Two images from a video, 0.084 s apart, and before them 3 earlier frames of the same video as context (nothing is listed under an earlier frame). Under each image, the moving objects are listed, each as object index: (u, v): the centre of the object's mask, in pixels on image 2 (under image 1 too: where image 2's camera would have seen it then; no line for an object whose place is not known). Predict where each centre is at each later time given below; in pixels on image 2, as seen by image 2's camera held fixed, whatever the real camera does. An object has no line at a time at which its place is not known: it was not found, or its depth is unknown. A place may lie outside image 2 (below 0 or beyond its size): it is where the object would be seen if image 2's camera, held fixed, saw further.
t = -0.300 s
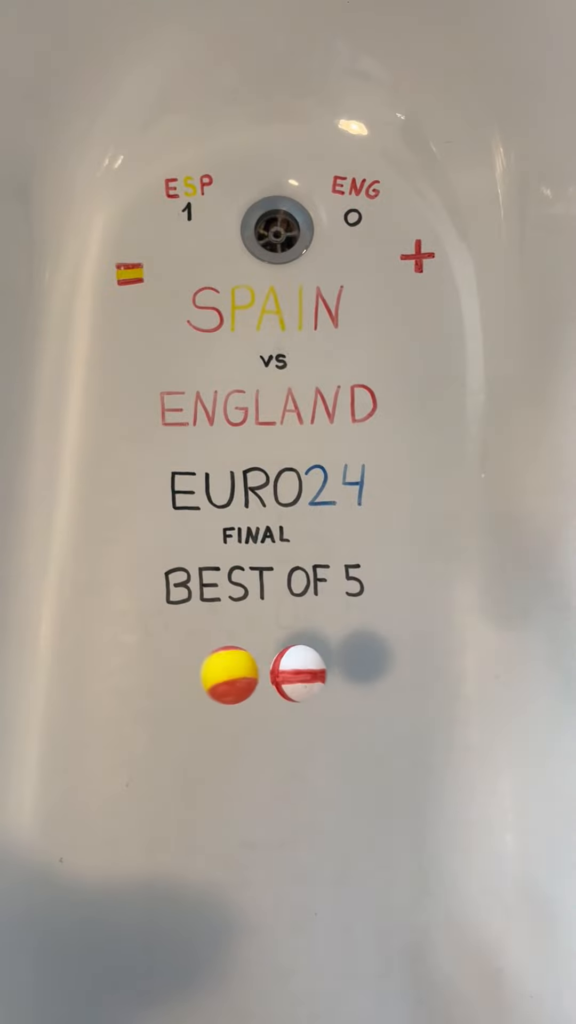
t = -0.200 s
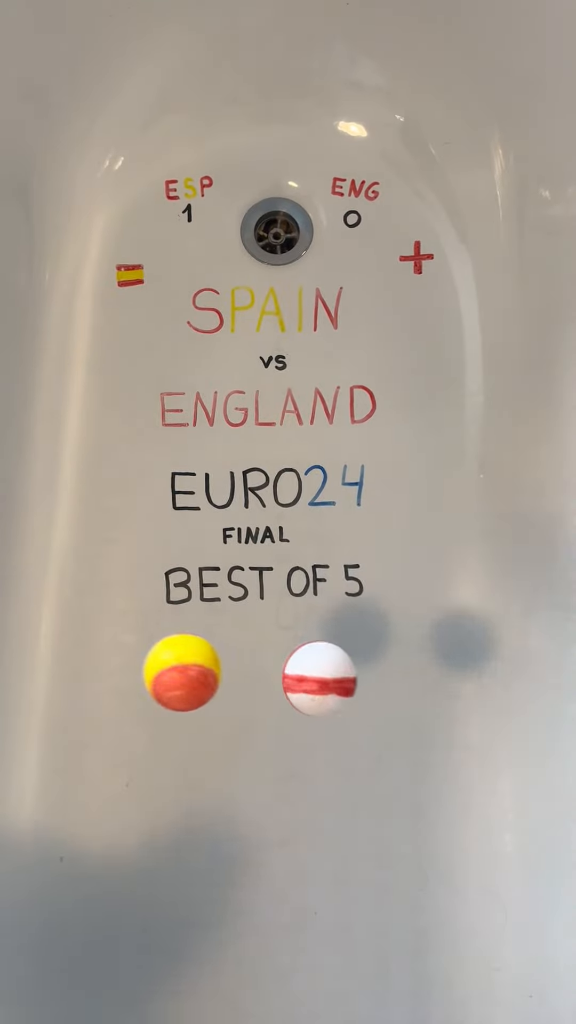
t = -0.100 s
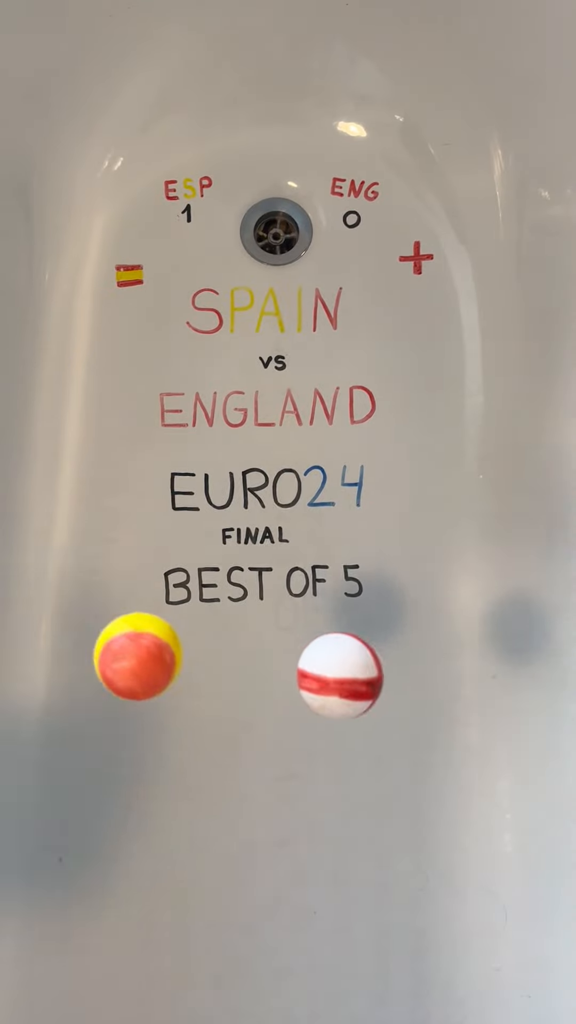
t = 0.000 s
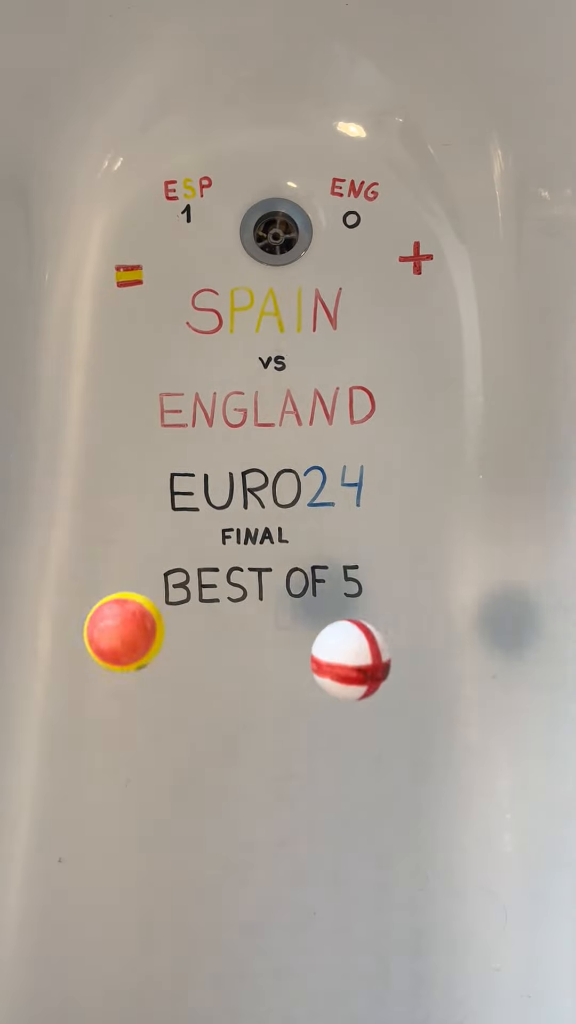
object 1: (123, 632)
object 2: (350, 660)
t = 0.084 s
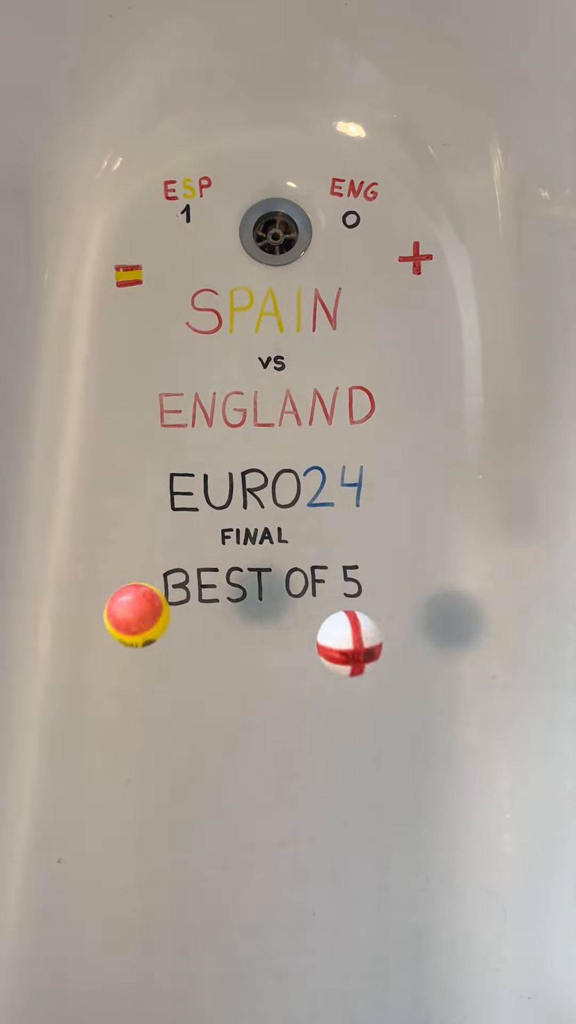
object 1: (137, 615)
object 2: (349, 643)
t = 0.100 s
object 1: (141, 612)
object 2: (348, 640)
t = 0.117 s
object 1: (145, 610)
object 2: (347, 638)
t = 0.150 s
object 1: (155, 607)
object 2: (345, 633)
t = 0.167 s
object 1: (160, 605)
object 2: (345, 631)
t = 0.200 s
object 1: (168, 602)
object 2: (343, 628)
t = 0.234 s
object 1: (166, 598)
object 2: (343, 627)
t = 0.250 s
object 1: (165, 593)
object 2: (343, 625)
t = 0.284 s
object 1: (164, 583)
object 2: (343, 623)
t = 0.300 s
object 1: (164, 578)
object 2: (343, 621)
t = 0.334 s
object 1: (166, 567)
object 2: (342, 618)
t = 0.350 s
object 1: (169, 561)
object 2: (341, 617)
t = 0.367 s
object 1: (172, 555)
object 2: (340, 614)
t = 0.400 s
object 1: (180, 544)
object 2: (336, 610)
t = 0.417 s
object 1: (185, 538)
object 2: (334, 608)
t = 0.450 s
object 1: (197, 528)
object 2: (328, 603)
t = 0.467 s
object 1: (204, 524)
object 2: (325, 601)
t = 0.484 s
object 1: (211, 520)
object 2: (322, 598)
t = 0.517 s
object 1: (226, 515)
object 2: (314, 594)
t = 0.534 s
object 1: (233, 512)
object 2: (311, 592)
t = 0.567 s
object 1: (248, 511)
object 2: (304, 590)
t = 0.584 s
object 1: (255, 510)
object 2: (300, 589)
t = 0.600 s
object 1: (262, 510)
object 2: (298, 588)
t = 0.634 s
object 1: (274, 512)
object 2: (292, 587)
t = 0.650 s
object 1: (280, 514)
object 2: (289, 586)
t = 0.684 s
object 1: (289, 518)
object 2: (286, 587)
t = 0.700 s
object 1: (293, 520)
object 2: (285, 587)
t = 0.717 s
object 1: (296, 520)
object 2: (284, 587)
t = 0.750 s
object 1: (299, 500)
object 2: (282, 583)
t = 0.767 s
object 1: (300, 490)
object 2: (281, 580)
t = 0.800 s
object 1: (303, 469)
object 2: (279, 574)
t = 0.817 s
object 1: (306, 458)
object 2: (279, 571)
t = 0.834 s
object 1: (307, 447)
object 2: (279, 568)
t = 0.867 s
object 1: (311, 426)
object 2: (277, 562)
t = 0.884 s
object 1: (312, 416)
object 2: (276, 559)
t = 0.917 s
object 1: (315, 399)
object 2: (276, 555)
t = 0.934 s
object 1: (317, 391)
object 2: (276, 553)
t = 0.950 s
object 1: (319, 385)
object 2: (275, 552)
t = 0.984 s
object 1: (321, 376)
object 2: (275, 550)
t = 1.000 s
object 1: (322, 373)
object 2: (275, 549)
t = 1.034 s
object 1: (323, 372)
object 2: (275, 549)
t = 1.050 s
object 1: (323, 373)
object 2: (275, 549)
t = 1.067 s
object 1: (323, 374)
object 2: (275, 550)
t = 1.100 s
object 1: (323, 380)
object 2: (276, 552)
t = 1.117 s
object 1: (322, 384)
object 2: (277, 553)
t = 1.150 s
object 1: (322, 394)
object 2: (277, 556)
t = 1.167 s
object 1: (321, 393)
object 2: (277, 558)
